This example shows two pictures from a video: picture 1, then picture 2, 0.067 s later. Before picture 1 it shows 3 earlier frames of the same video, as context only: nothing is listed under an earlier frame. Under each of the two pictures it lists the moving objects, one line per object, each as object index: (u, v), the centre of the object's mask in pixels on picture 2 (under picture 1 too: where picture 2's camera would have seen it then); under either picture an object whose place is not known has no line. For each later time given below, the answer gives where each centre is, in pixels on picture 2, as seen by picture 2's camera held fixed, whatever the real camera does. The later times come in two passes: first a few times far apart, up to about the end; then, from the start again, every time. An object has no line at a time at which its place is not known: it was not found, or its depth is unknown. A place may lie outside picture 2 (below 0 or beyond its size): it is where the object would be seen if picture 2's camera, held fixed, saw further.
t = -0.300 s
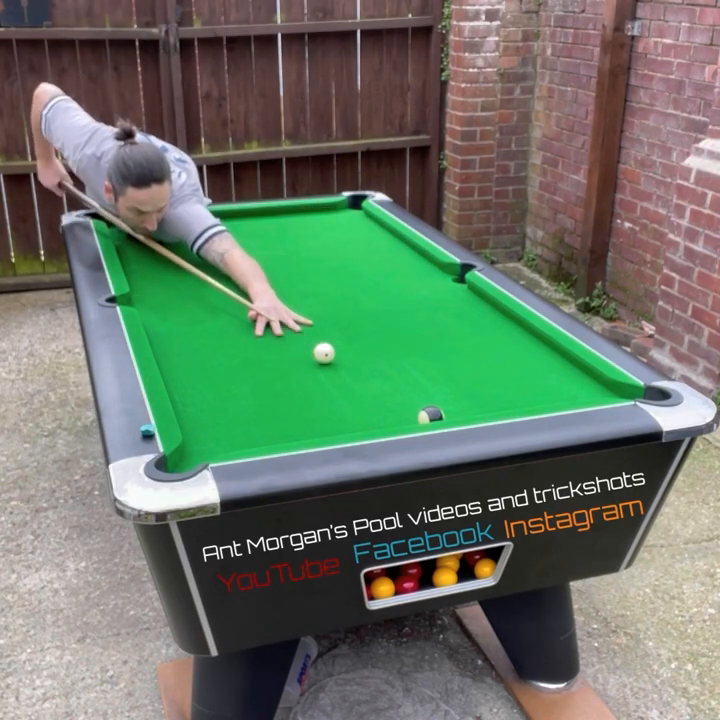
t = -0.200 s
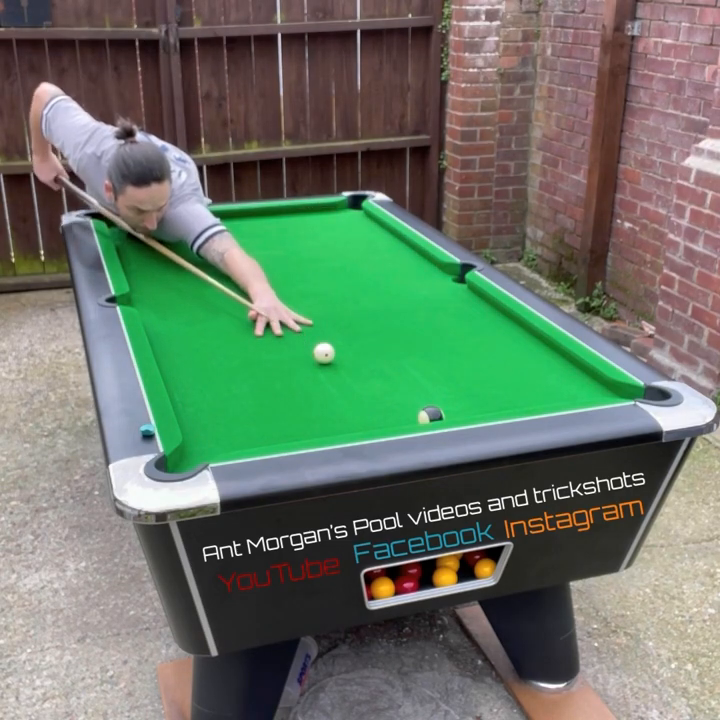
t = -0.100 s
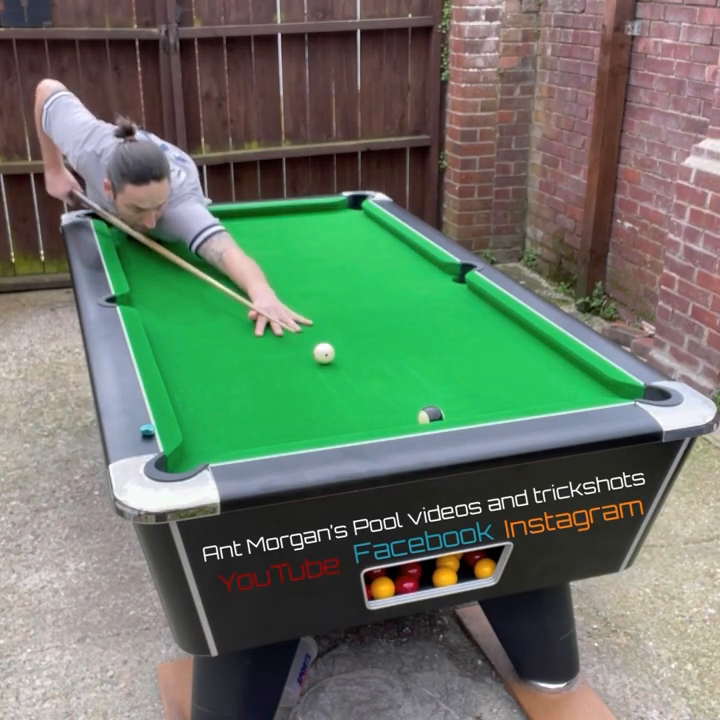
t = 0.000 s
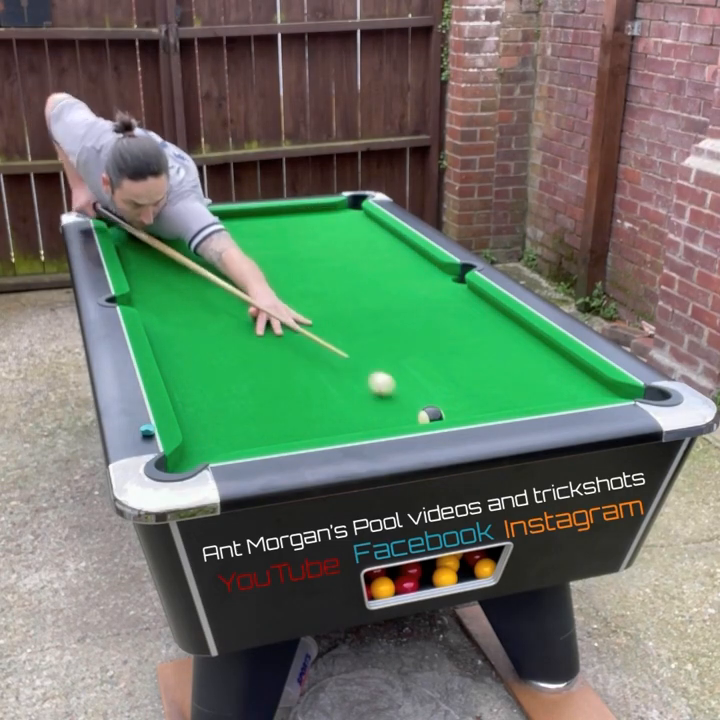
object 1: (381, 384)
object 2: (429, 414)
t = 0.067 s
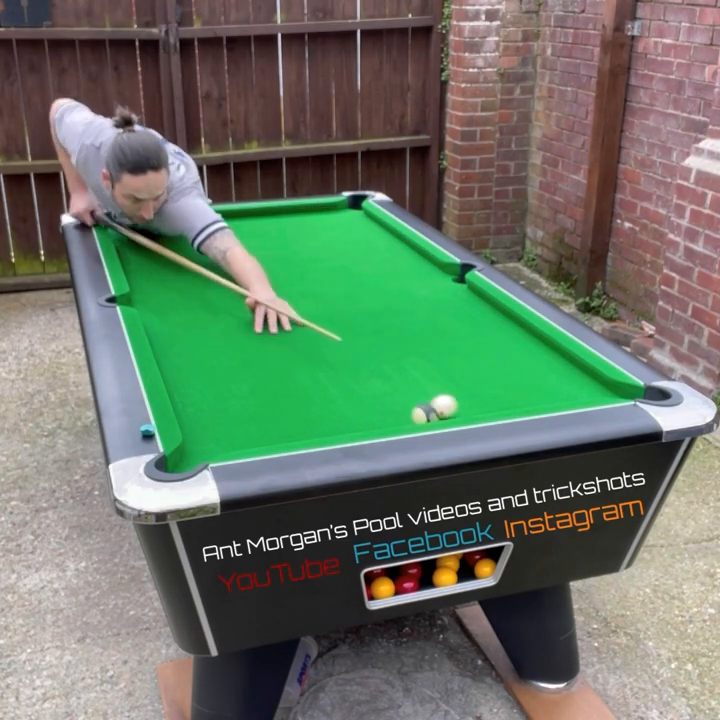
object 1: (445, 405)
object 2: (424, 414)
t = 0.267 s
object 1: (588, 394)
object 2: (348, 356)
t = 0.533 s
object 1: (560, 394)
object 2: (278, 301)
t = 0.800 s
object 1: (508, 389)
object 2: (226, 261)
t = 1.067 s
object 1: (464, 383)
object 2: (186, 229)
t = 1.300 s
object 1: (431, 378)
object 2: (172, 226)
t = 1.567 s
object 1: (399, 374)
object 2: (173, 245)
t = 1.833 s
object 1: (373, 370)
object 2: (175, 266)
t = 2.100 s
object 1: (351, 367)
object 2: (177, 288)
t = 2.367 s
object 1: (334, 365)
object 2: (179, 313)
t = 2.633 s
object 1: (322, 363)
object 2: (182, 339)
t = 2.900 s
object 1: (315, 362)
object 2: (186, 368)
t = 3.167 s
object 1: (312, 362)
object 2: (189, 399)
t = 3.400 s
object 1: (312, 362)
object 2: (193, 430)
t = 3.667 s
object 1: (312, 362)
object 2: (202, 456)
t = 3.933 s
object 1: (312, 362)
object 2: (191, 460)
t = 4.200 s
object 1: (312, 362)
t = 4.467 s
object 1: (312, 362)
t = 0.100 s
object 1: (468, 403)
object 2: (408, 403)
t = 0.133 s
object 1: (493, 401)
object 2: (394, 392)
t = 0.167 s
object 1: (517, 399)
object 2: (381, 382)
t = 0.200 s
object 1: (541, 398)
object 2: (369, 373)
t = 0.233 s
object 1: (565, 396)
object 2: (358, 364)
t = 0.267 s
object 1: (588, 394)
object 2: (348, 356)
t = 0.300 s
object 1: (604, 391)
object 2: (337, 348)
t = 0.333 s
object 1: (614, 389)
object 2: (328, 340)
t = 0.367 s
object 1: (603, 392)
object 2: (319, 333)
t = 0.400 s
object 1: (593, 394)
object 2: (310, 326)
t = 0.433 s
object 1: (583, 394)
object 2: (301, 319)
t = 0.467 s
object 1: (574, 394)
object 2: (293, 313)
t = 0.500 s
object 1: (567, 394)
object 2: (285, 307)
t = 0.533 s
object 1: (560, 394)
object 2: (278, 301)
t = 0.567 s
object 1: (553, 393)
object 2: (271, 295)
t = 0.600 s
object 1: (546, 393)
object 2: (263, 289)
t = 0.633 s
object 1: (539, 393)
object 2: (256, 285)
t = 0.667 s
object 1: (533, 392)
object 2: (250, 279)
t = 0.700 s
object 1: (527, 391)
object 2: (243, 274)
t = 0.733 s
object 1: (520, 390)
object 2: (237, 270)
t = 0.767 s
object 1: (515, 390)
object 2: (232, 265)
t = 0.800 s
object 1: (508, 389)
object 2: (226, 261)
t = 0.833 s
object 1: (502, 388)
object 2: (220, 256)
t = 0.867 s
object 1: (496, 387)
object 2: (215, 252)
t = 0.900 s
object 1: (491, 387)
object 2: (209, 248)
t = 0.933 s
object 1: (485, 386)
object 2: (204, 244)
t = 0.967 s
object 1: (480, 385)
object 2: (200, 240)
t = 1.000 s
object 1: (474, 384)
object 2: (195, 237)
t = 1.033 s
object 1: (469, 383)
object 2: (190, 233)
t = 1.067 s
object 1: (464, 383)
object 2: (186, 229)
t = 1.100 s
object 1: (459, 382)
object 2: (182, 226)
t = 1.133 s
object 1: (454, 381)
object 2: (176, 223)
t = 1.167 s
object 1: (450, 381)
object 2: (173, 220)
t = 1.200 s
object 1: (445, 380)
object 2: (170, 218)
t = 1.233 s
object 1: (440, 380)
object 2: (171, 221)
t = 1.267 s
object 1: (436, 379)
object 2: (172, 224)
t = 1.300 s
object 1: (431, 378)
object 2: (172, 226)
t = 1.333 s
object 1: (427, 378)
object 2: (172, 229)
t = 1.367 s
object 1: (423, 377)
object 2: (172, 231)
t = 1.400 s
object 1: (419, 376)
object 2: (172, 234)
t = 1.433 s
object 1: (415, 376)
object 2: (173, 235)
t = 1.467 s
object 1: (411, 375)
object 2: (173, 238)
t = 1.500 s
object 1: (407, 374)
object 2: (173, 241)
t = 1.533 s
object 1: (403, 374)
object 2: (173, 242)
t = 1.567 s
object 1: (399, 374)
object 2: (173, 245)
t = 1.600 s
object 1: (396, 373)
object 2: (174, 248)
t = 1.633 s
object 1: (392, 373)
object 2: (174, 250)
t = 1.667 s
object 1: (389, 372)
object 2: (175, 253)
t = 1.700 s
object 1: (386, 372)
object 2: (175, 256)
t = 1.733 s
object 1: (382, 371)
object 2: (174, 258)
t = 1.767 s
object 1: (379, 371)
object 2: (174, 261)
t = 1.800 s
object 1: (376, 370)
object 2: (175, 263)
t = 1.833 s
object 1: (373, 370)
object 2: (175, 266)
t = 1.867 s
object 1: (370, 369)
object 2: (176, 270)
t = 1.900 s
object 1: (367, 369)
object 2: (176, 271)
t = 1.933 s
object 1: (364, 369)
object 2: (176, 274)
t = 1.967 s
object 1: (361, 368)
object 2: (176, 278)
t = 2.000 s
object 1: (358, 368)
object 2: (176, 280)
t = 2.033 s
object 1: (356, 368)
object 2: (177, 282)
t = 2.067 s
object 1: (353, 367)
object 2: (177, 286)
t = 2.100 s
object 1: (351, 367)
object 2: (177, 288)
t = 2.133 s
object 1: (348, 367)
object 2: (177, 291)
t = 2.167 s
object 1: (346, 366)
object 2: (177, 295)
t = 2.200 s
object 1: (344, 366)
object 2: (178, 297)
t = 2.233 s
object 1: (342, 366)
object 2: (179, 300)
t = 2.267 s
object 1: (339, 366)
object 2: (179, 304)
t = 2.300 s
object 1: (338, 365)
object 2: (179, 306)
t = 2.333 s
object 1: (336, 365)
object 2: (178, 309)
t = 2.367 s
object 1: (334, 365)
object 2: (179, 313)
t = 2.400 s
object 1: (332, 364)
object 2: (179, 316)
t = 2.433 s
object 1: (330, 364)
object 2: (180, 318)
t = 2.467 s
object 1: (329, 364)
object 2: (181, 322)
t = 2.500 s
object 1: (327, 364)
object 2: (181, 326)
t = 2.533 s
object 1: (326, 364)
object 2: (181, 329)
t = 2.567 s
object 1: (325, 364)
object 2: (181, 332)
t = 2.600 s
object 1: (323, 364)
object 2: (181, 336)
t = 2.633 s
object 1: (322, 363)
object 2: (182, 339)
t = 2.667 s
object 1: (321, 363)
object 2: (183, 342)
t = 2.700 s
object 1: (320, 363)
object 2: (183, 346)
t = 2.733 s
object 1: (319, 363)
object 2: (183, 351)
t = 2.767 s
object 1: (318, 363)
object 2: (184, 353)
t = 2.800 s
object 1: (317, 363)
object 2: (183, 357)
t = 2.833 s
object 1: (317, 363)
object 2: (184, 361)
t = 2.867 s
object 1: (316, 362)
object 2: (185, 365)
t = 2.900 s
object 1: (315, 362)
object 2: (186, 368)
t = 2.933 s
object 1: (314, 362)
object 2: (186, 372)
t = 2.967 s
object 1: (314, 362)
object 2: (186, 377)
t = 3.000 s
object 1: (313, 362)
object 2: (187, 380)
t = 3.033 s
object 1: (313, 362)
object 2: (187, 383)
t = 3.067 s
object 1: (313, 362)
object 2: (187, 388)
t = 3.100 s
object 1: (313, 362)
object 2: (188, 392)
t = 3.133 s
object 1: (312, 362)
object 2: (188, 395)
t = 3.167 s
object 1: (312, 362)
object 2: (189, 399)
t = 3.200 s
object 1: (312, 362)
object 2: (189, 404)
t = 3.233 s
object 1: (312, 362)
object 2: (190, 409)
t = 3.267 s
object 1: (312, 362)
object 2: (190, 413)
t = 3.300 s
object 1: (312, 362)
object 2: (190, 417)
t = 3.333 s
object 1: (312, 362)
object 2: (191, 421)
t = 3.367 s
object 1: (312, 362)
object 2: (192, 426)
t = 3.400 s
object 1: (312, 362)
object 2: (193, 430)
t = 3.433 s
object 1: (312, 362)
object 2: (194, 434)
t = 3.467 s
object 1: (312, 362)
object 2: (196, 438)
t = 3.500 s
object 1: (312, 362)
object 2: (199, 443)
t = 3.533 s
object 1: (312, 362)
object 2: (200, 446)
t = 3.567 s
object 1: (312, 362)
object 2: (202, 449)
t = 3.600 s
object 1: (312, 362)
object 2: (204, 451)
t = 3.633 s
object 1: (312, 362)
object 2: (206, 455)
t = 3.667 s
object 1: (312, 362)
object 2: (202, 456)
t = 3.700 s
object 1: (312, 362)
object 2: (197, 456)
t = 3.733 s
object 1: (312, 362)
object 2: (192, 457)
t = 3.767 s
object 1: (312, 362)
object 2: (187, 457)
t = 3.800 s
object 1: (312, 362)
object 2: (188, 458)
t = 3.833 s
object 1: (312, 362)
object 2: (189, 458)
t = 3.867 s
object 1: (312, 362)
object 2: (190, 458)
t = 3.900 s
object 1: (312, 362)
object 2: (191, 459)
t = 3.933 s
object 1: (312, 362)
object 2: (191, 460)
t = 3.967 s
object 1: (312, 362)
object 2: (190, 460)
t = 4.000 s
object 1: (312, 362)
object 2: (189, 463)
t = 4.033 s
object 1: (312, 362)
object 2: (185, 466)
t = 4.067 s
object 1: (312, 362)
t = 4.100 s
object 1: (312, 362)
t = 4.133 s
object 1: (312, 362)
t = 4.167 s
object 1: (312, 362)
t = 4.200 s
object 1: (312, 362)
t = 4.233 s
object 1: (312, 362)
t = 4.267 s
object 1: (312, 362)
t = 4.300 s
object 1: (312, 362)
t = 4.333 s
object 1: (312, 362)
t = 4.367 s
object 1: (312, 362)
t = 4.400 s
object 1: (312, 362)
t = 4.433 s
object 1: (312, 362)
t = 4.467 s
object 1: (312, 362)
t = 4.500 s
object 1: (312, 362)
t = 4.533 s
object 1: (312, 362)
